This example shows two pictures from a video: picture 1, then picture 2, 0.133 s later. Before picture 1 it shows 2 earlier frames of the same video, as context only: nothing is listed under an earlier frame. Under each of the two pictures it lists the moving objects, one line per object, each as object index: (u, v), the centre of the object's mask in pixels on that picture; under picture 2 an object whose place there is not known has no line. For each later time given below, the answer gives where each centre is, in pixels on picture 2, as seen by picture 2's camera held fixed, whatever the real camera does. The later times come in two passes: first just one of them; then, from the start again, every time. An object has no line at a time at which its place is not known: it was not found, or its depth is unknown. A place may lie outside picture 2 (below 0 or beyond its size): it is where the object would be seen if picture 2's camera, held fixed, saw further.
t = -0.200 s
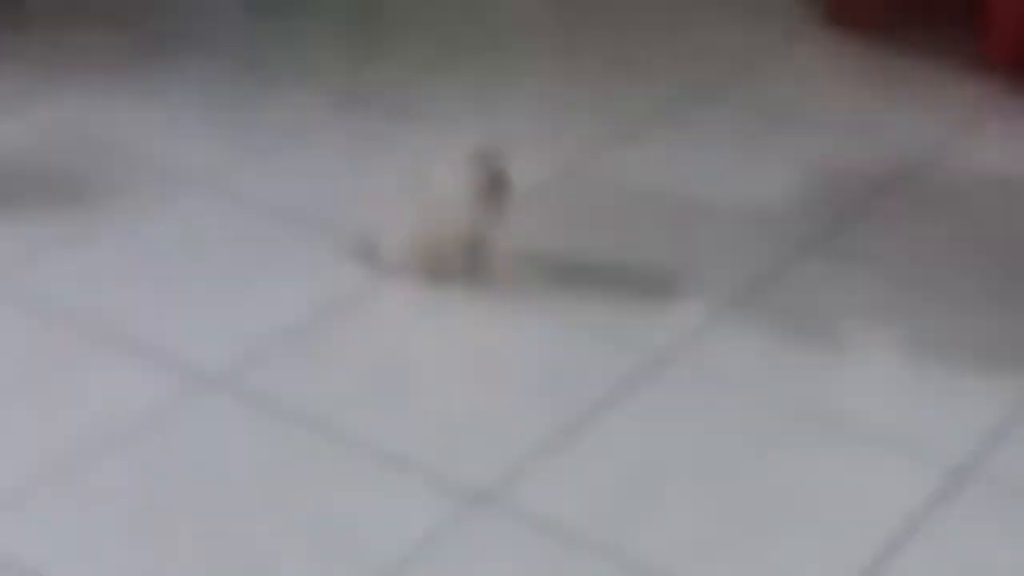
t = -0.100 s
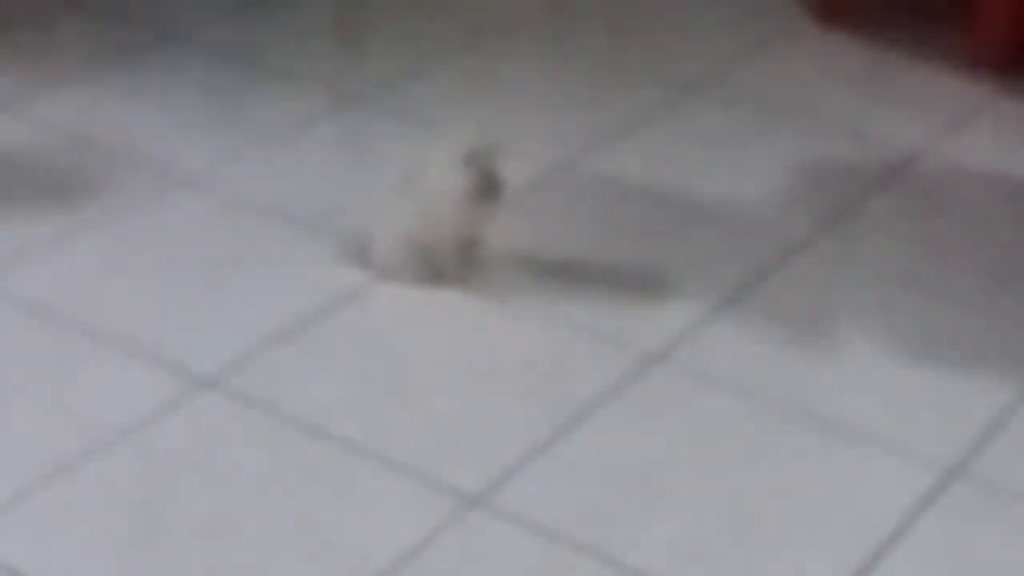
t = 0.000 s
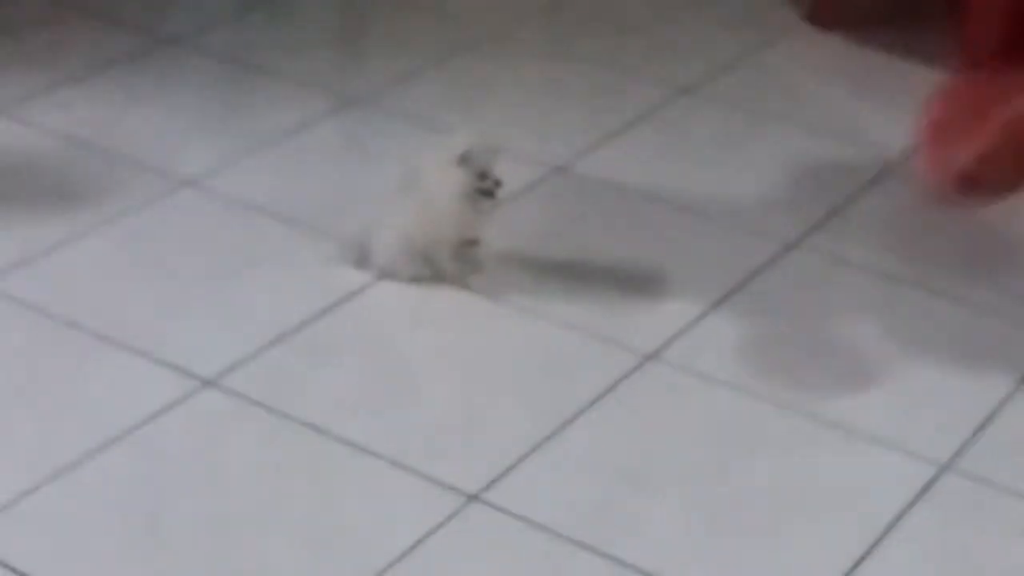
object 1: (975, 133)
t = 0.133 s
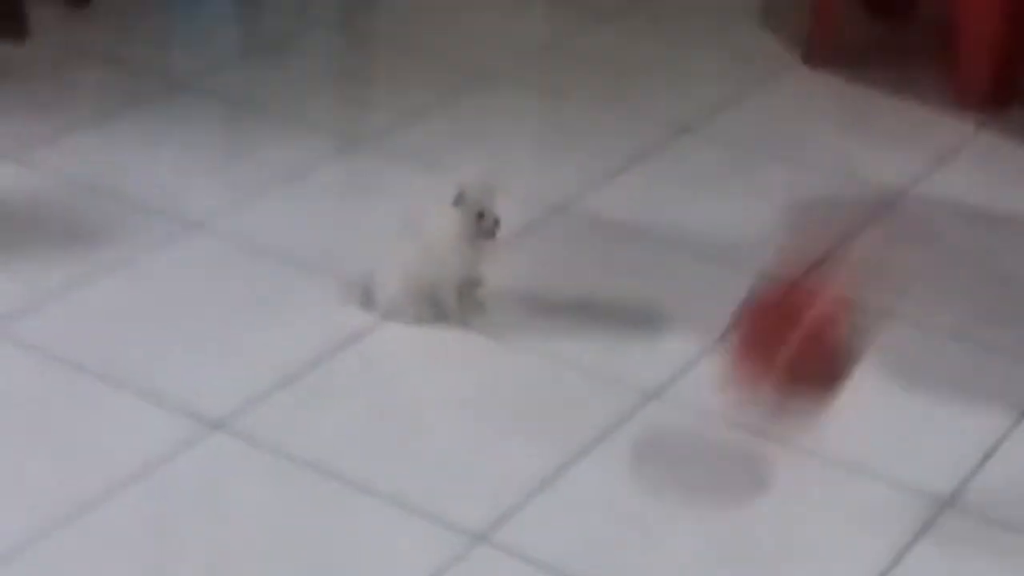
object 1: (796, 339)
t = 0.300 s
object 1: (634, 420)
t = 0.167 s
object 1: (754, 393)
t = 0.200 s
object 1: (699, 472)
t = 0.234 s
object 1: (680, 454)
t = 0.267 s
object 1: (658, 432)
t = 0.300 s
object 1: (634, 420)
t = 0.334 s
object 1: (608, 414)
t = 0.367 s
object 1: (583, 418)
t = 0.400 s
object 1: (555, 430)
